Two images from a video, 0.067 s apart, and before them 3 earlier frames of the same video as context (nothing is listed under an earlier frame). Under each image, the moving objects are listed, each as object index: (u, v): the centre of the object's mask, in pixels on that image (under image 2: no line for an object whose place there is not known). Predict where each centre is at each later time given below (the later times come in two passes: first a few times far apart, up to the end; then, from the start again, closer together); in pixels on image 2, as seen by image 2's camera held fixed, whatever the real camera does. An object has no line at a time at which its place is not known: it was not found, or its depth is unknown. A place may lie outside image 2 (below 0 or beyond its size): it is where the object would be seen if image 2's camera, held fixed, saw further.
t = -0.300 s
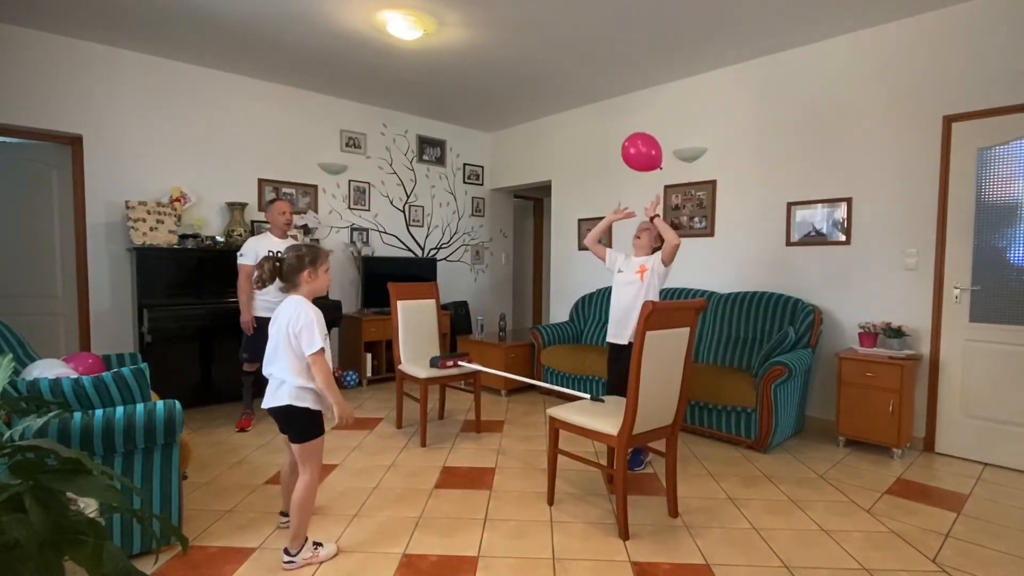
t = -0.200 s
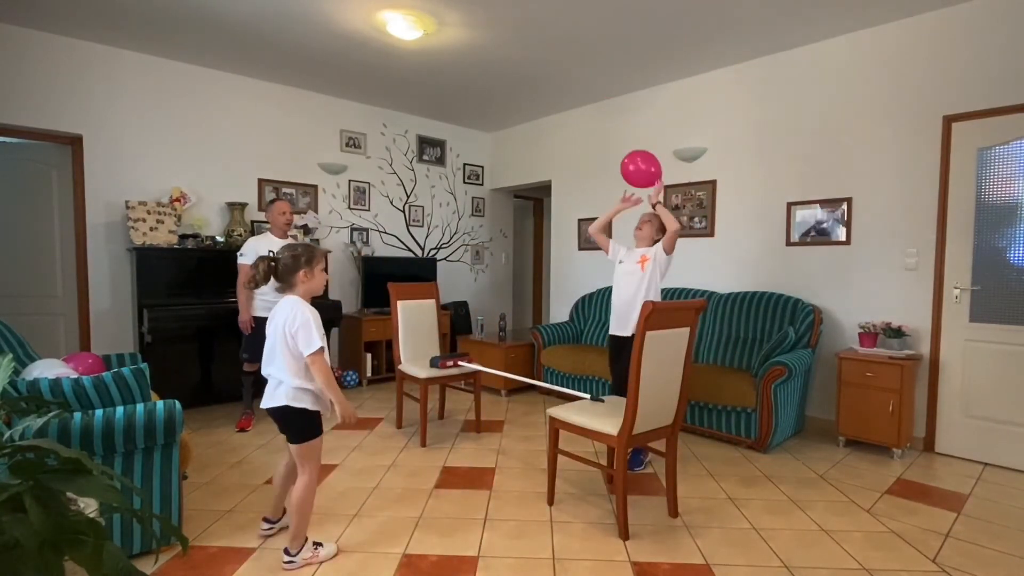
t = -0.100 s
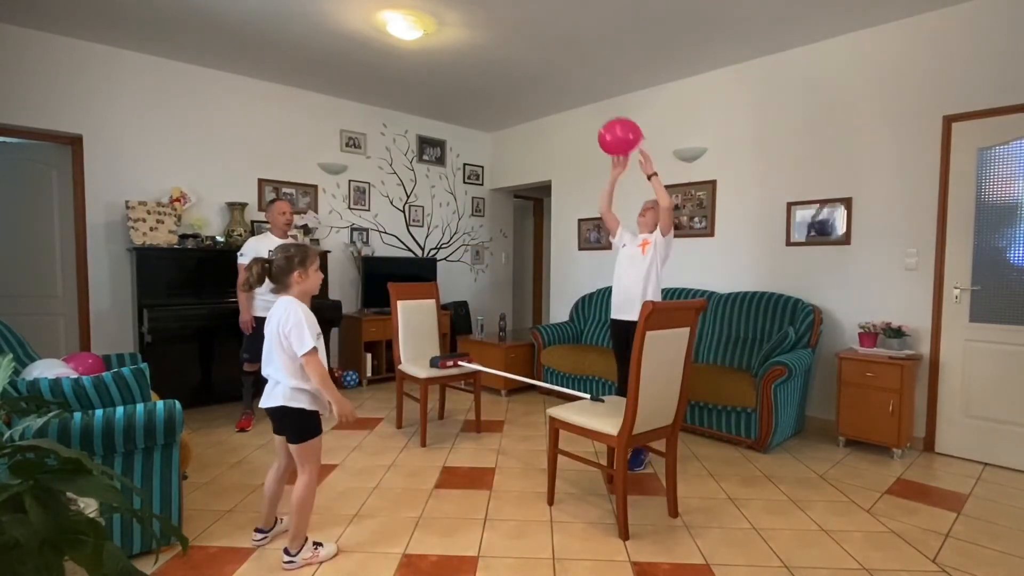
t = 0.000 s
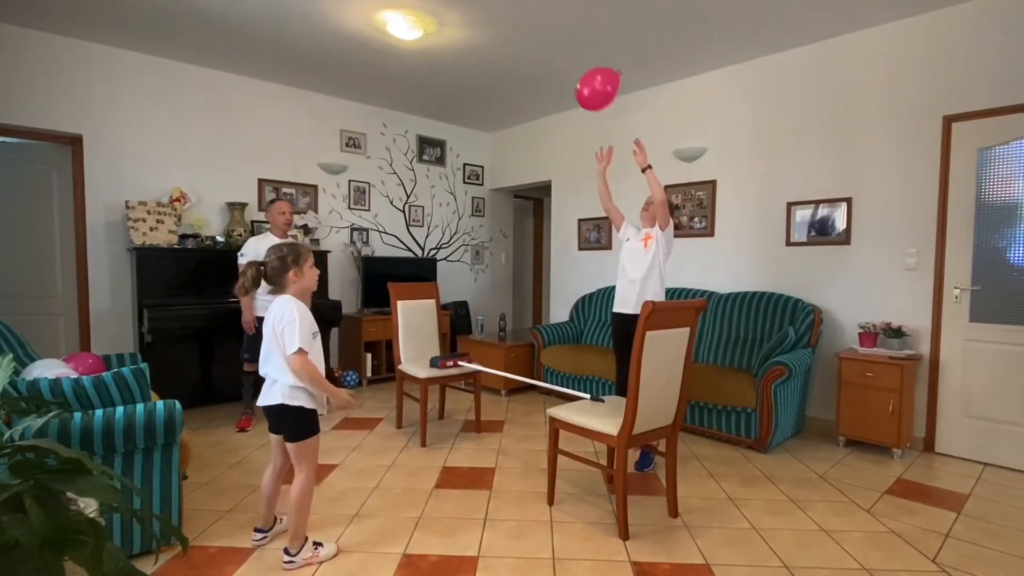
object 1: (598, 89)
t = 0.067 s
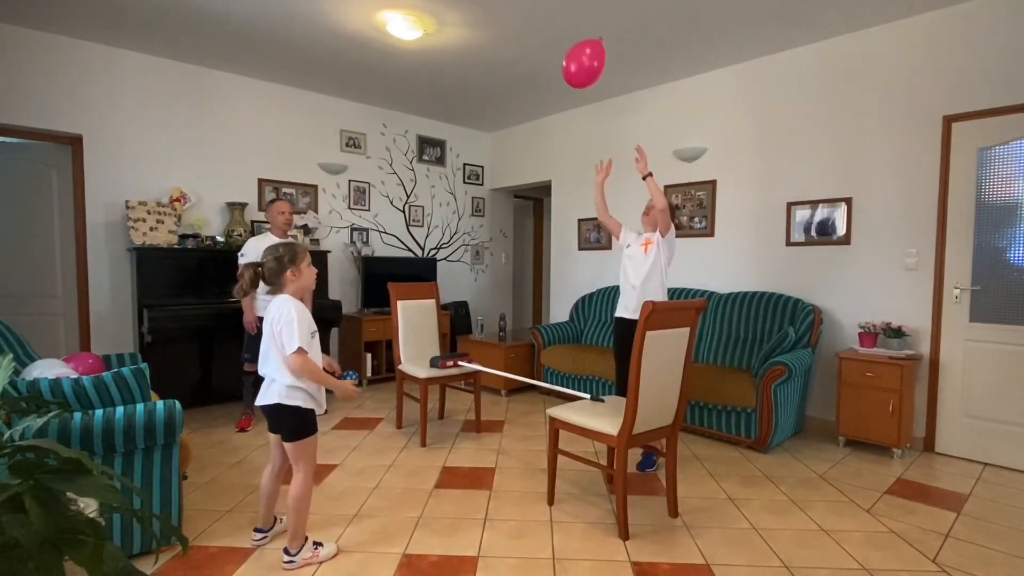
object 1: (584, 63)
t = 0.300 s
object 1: (551, 26)
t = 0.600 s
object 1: (532, 17)
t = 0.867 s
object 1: (521, 36)
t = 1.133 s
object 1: (511, 96)
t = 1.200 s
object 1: (511, 114)
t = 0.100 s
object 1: (578, 54)
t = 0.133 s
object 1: (572, 46)
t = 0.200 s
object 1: (562, 35)
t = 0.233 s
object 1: (558, 32)
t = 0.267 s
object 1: (554, 29)
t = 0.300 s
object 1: (551, 26)
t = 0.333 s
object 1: (549, 23)
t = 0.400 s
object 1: (544, 19)
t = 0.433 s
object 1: (542, 18)
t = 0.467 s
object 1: (539, 18)
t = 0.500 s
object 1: (537, 18)
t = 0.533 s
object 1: (535, 18)
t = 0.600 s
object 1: (532, 17)
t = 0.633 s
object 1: (530, 17)
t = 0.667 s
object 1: (528, 18)
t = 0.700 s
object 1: (527, 19)
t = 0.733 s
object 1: (525, 21)
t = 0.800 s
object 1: (523, 26)
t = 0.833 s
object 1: (522, 30)
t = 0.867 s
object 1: (521, 36)
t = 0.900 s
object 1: (520, 41)
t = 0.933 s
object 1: (519, 48)
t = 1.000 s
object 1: (516, 62)
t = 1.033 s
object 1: (515, 70)
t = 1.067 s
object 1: (514, 79)
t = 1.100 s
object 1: (513, 87)
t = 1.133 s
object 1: (511, 96)
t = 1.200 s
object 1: (511, 114)
